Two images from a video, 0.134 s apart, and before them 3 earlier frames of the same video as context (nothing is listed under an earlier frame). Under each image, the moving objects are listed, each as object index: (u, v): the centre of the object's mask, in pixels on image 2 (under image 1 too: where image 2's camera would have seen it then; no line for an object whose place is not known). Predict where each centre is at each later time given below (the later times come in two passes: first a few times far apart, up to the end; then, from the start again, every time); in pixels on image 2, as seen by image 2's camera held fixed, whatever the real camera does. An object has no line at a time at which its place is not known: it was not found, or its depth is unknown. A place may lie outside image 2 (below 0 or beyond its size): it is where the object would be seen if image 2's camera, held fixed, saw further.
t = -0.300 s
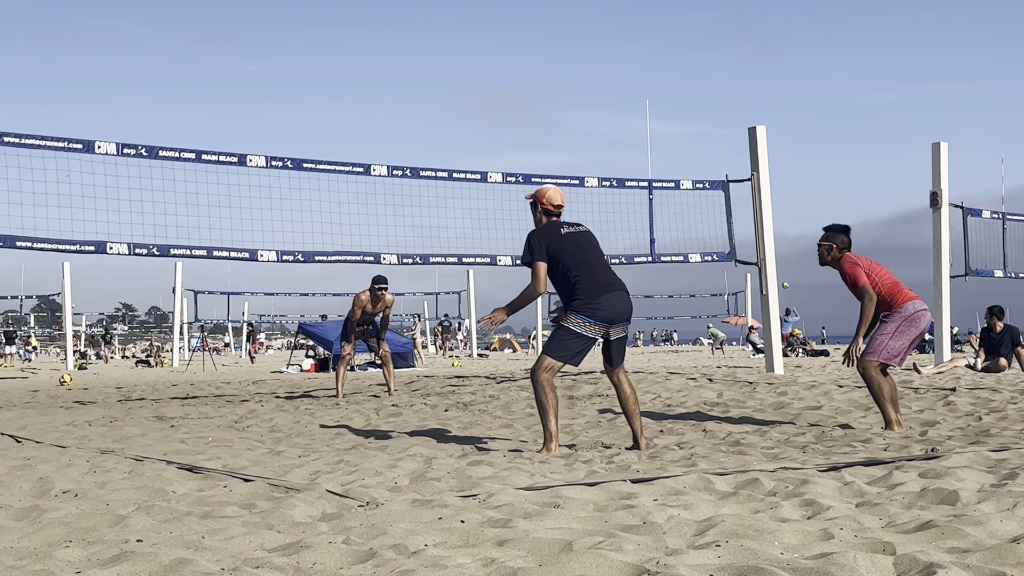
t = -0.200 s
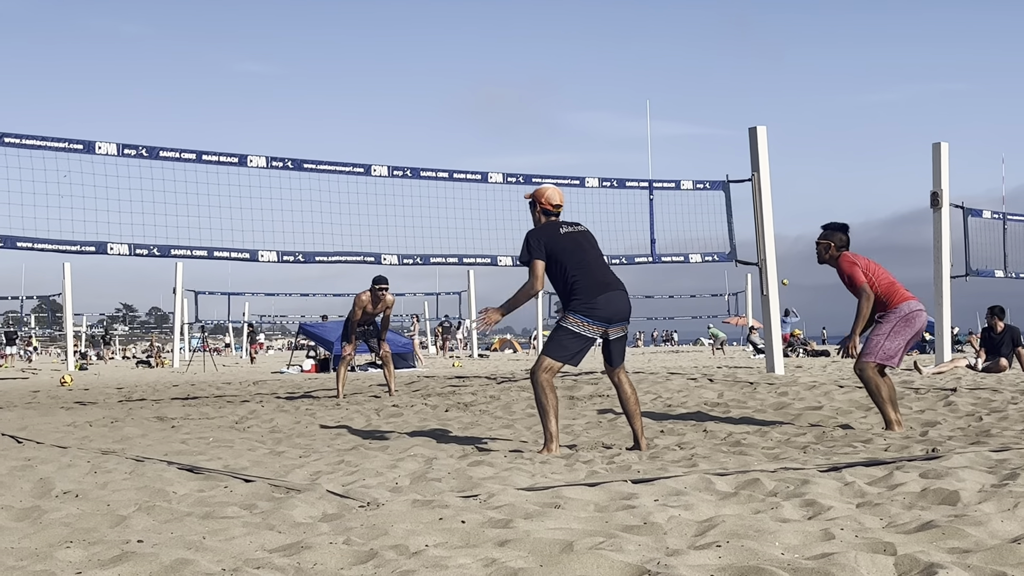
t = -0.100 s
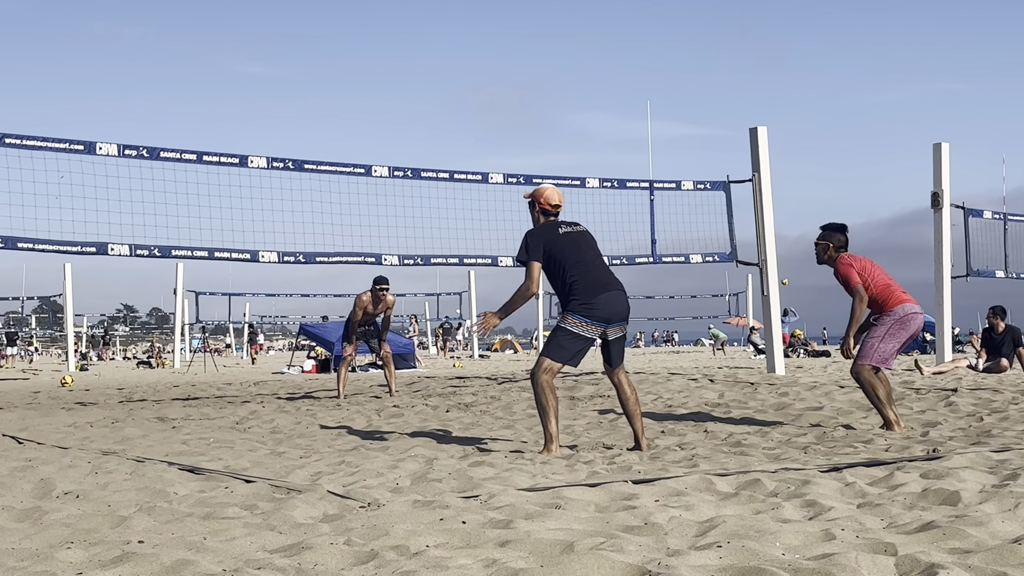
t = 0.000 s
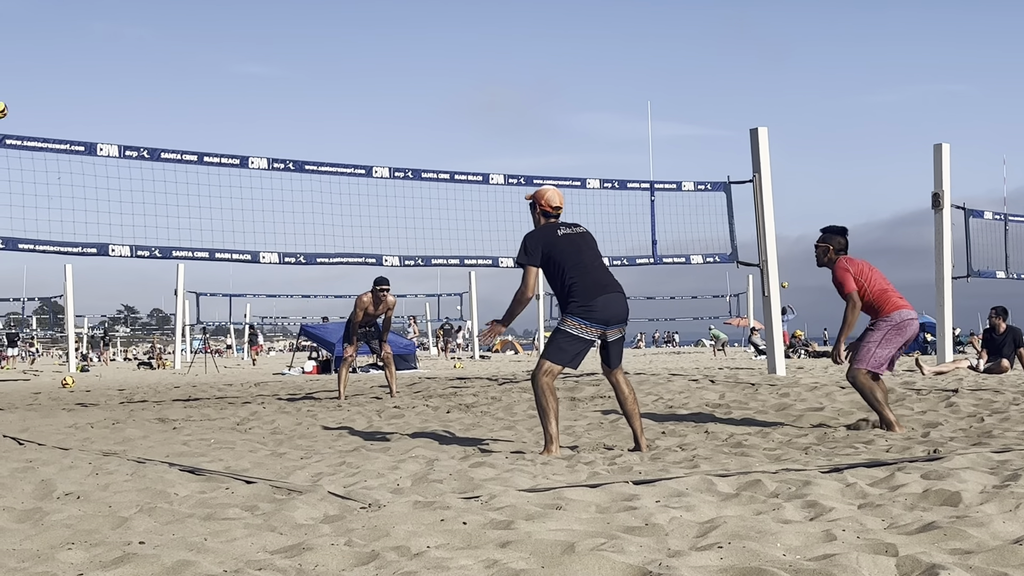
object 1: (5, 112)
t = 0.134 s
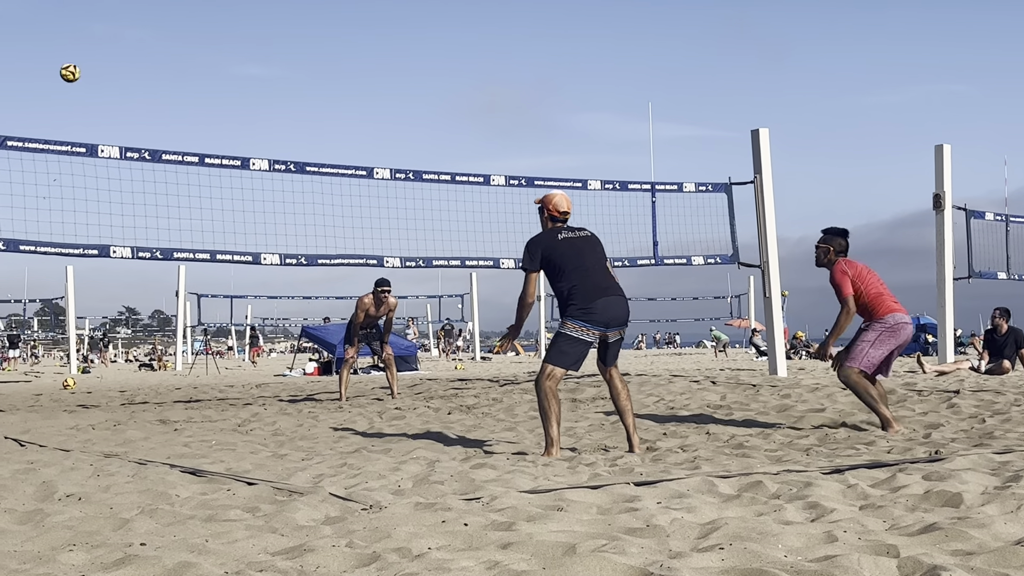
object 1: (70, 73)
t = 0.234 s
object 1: (127, 51)
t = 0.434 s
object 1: (256, 29)
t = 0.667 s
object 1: (430, 48)
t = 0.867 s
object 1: (606, 118)
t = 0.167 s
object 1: (88, 65)
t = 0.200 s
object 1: (107, 58)
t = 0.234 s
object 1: (127, 51)
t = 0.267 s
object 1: (147, 46)
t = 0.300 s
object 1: (168, 41)
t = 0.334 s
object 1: (189, 37)
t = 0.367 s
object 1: (211, 33)
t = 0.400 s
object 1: (233, 31)
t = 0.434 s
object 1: (256, 29)
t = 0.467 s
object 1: (279, 28)
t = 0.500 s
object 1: (302, 28)
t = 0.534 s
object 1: (327, 29)
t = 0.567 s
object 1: (351, 32)
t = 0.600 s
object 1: (377, 36)
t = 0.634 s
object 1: (403, 41)
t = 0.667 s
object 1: (430, 48)
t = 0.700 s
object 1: (457, 56)
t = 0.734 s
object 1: (485, 65)
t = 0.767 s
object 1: (514, 76)
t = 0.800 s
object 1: (544, 88)
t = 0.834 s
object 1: (574, 102)
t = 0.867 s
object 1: (606, 118)
